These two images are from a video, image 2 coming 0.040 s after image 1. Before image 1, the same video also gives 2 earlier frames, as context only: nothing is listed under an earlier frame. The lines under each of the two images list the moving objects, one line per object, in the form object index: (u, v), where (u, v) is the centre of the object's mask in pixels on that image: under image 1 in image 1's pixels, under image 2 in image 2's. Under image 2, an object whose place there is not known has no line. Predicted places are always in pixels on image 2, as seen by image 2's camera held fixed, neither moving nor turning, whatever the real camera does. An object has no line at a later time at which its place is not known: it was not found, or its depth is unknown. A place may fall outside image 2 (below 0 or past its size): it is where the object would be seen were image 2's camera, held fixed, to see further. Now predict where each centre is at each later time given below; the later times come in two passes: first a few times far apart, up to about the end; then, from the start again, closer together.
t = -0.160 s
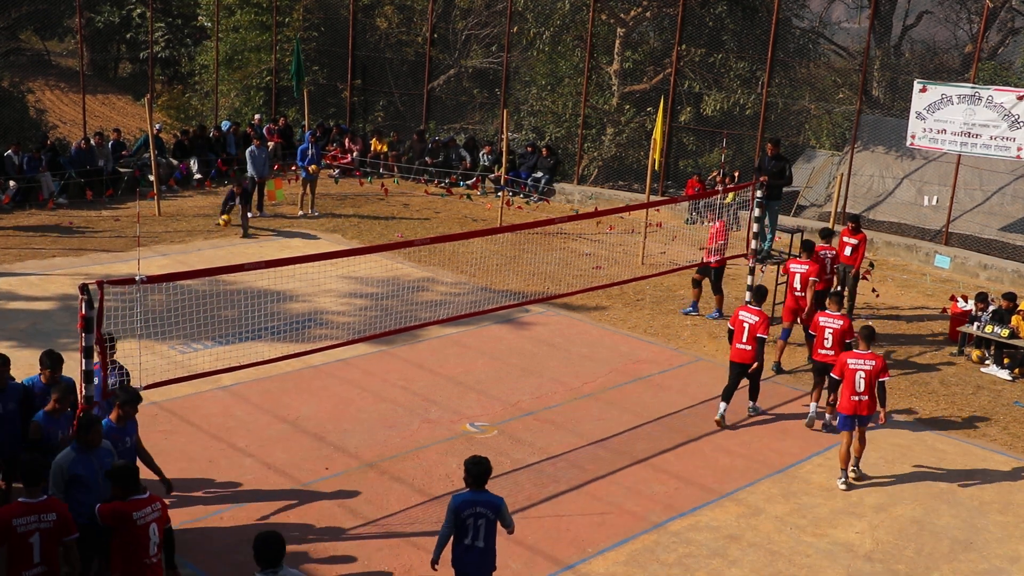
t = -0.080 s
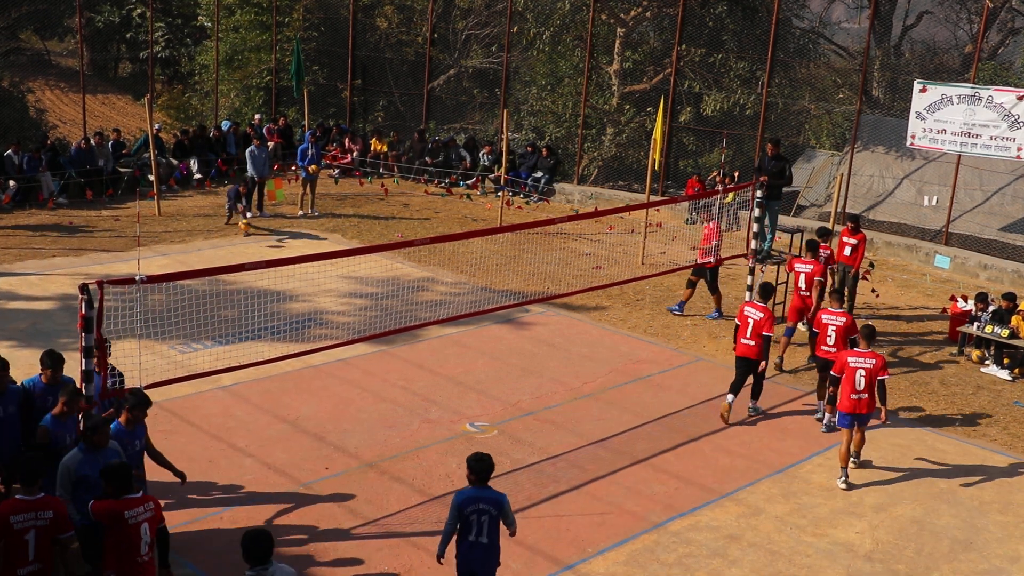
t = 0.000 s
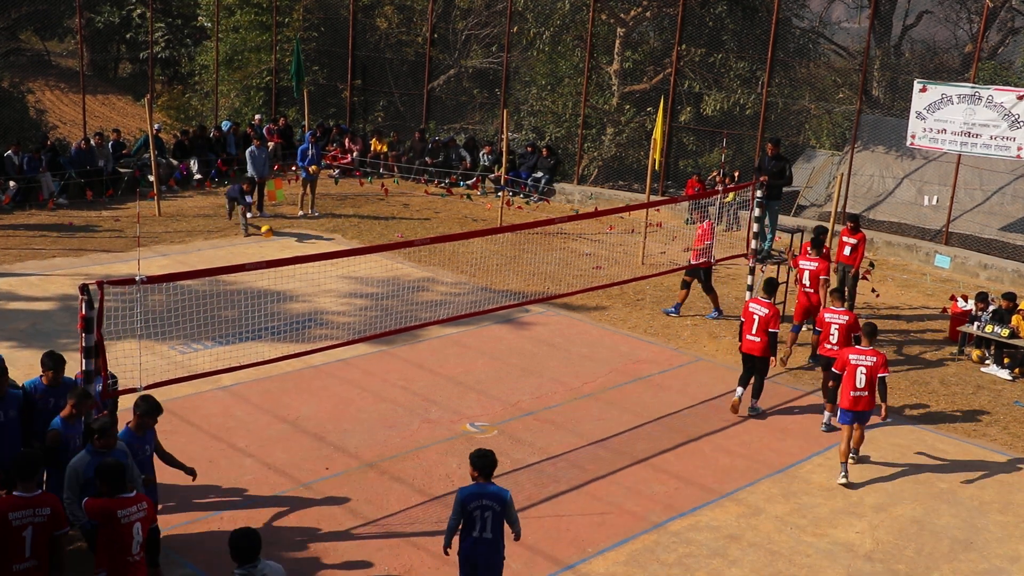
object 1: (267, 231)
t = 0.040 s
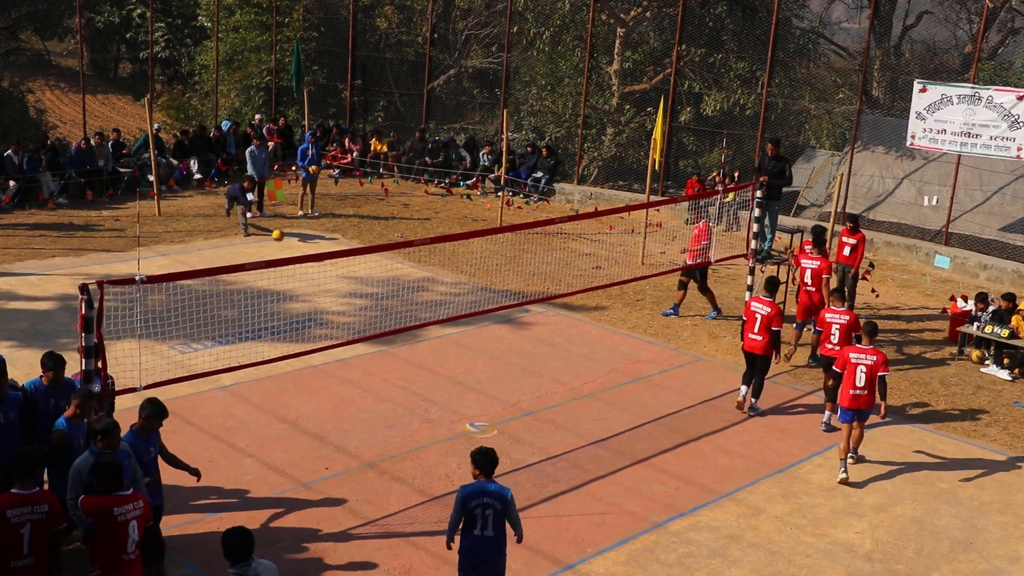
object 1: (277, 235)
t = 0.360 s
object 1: (368, 288)
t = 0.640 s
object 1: (438, 322)
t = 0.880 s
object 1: (498, 348)
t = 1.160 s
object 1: (572, 388)
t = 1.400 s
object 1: (641, 424)
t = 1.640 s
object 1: (719, 468)
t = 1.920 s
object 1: (820, 524)
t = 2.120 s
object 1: (904, 568)
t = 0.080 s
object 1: (289, 241)
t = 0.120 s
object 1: (301, 247)
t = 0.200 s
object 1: (325, 265)
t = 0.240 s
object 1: (336, 274)
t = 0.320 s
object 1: (358, 289)
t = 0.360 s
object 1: (368, 288)
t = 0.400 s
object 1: (377, 290)
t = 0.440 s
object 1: (387, 293)
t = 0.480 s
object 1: (397, 297)
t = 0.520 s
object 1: (407, 301)
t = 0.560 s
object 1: (417, 307)
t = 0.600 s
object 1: (427, 314)
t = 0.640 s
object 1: (438, 322)
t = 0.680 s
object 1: (448, 332)
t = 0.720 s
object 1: (458, 337)
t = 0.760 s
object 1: (468, 338)
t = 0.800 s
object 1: (478, 340)
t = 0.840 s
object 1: (488, 343)
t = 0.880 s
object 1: (498, 348)
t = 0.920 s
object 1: (508, 355)
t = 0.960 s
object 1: (518, 363)
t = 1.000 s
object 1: (528, 372)
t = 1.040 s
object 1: (539, 377)
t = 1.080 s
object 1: (550, 379)
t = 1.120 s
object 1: (561, 382)
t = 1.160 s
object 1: (572, 388)
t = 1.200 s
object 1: (583, 394)
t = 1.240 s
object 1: (594, 402)
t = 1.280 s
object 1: (605, 411)
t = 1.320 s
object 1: (617, 418)
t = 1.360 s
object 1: (630, 420)
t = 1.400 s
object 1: (641, 424)
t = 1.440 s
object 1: (654, 429)
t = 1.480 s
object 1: (667, 436)
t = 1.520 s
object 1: (679, 445)
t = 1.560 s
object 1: (691, 455)
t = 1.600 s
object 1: (705, 466)
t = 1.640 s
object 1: (719, 468)
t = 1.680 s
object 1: (732, 473)
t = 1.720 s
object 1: (747, 478)
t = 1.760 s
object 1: (761, 485)
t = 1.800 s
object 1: (775, 495)
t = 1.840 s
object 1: (790, 506)
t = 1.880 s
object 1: (804, 518)
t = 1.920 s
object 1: (820, 524)
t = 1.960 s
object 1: (837, 530)
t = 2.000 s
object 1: (853, 539)
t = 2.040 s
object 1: (870, 549)
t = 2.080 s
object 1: (887, 562)
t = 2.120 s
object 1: (904, 568)
